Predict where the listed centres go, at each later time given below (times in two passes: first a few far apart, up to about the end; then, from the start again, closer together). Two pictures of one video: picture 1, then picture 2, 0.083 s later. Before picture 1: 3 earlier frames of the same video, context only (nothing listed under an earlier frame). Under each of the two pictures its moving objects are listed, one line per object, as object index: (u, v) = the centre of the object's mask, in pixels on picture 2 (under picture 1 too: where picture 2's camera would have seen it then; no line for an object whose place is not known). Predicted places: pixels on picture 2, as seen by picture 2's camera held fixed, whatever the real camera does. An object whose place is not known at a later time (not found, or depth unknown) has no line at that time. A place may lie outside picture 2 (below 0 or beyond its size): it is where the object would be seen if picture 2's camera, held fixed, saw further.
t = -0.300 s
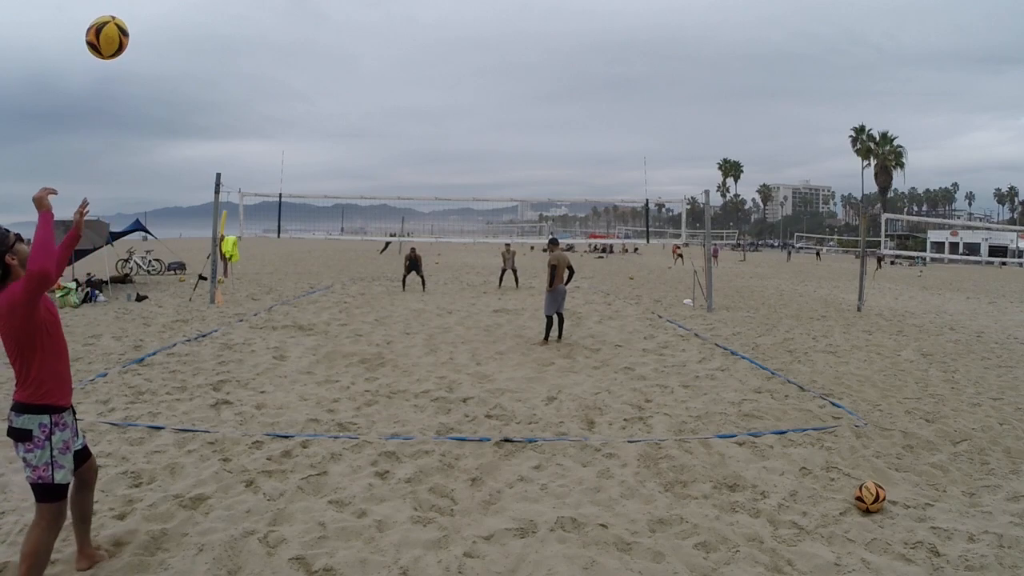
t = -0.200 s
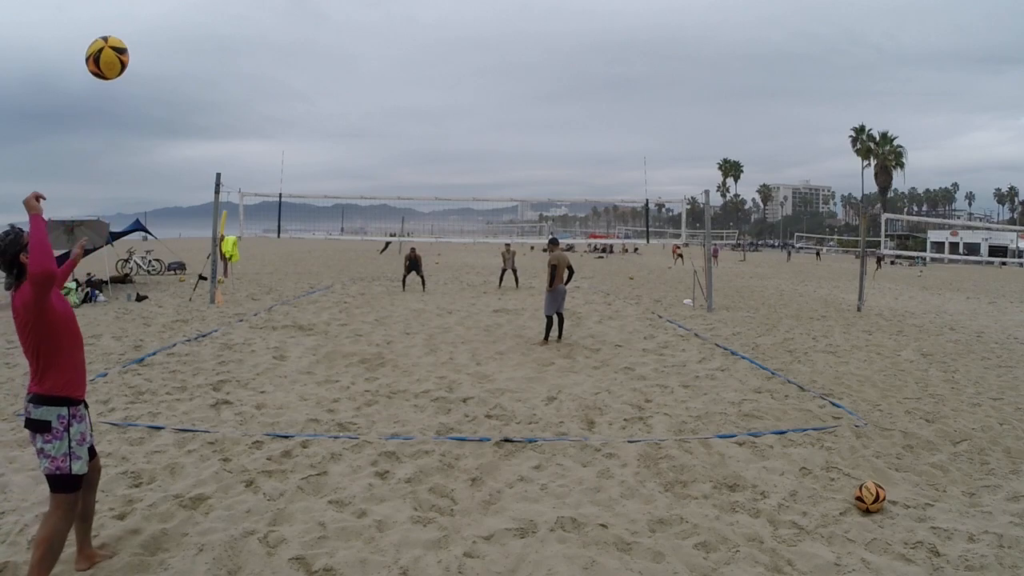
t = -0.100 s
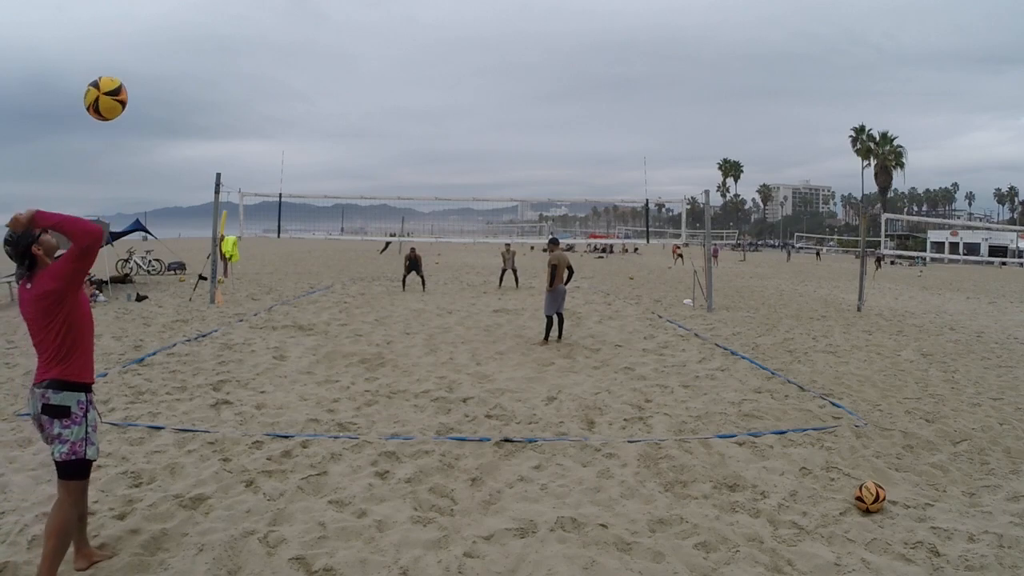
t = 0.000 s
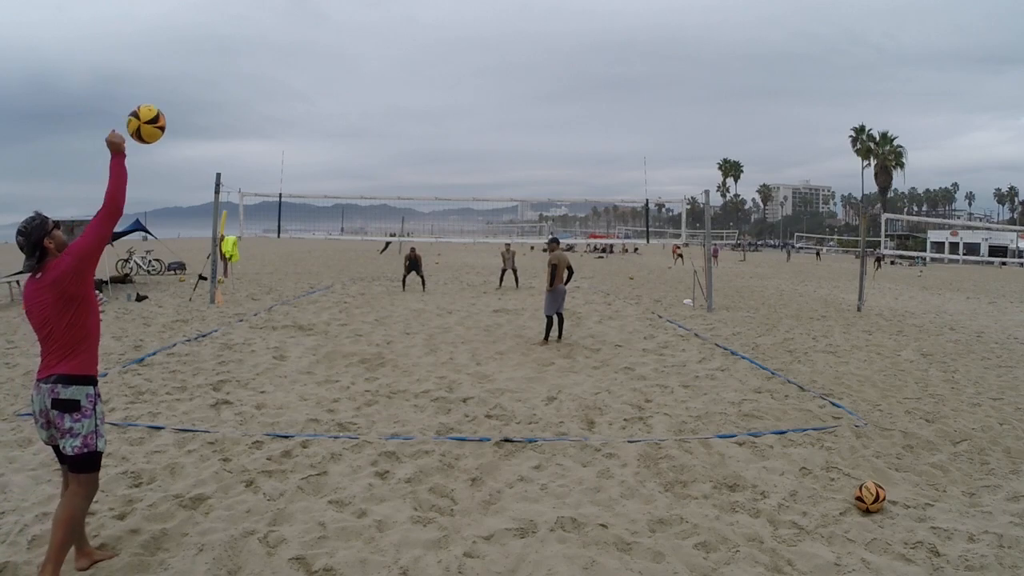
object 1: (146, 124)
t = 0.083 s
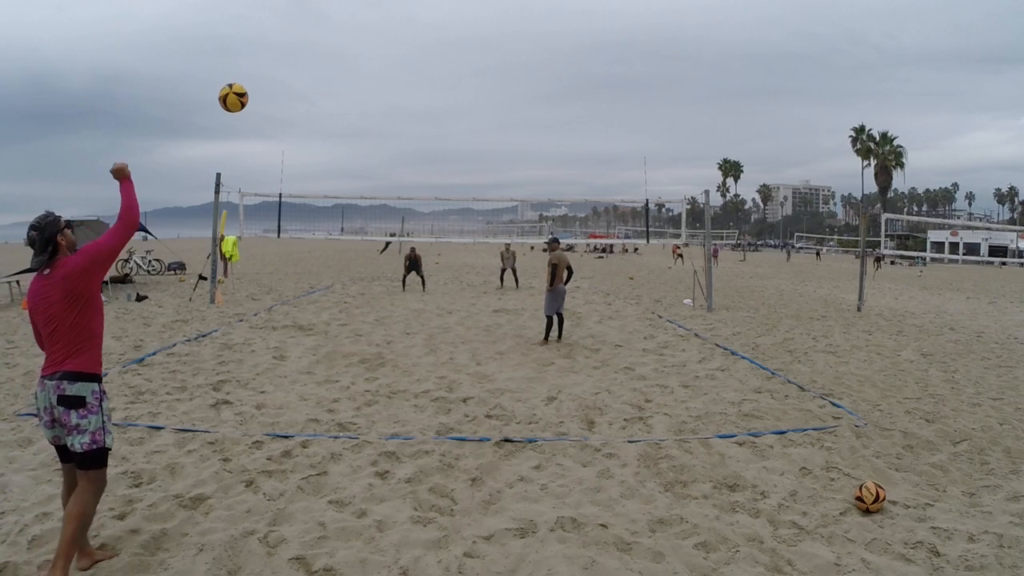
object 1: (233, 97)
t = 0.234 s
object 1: (315, 90)
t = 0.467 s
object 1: (368, 118)
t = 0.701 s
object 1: (389, 162)
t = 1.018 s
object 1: (399, 226)
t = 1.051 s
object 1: (399, 233)
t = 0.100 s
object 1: (246, 95)
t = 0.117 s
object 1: (257, 93)
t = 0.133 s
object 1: (268, 91)
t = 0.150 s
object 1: (277, 90)
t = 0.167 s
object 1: (286, 89)
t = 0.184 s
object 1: (294, 89)
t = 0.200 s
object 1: (302, 89)
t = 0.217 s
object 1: (309, 90)
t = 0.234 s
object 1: (315, 90)
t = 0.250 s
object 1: (321, 91)
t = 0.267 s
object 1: (326, 92)
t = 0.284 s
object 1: (331, 93)
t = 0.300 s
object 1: (336, 95)
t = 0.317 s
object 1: (340, 97)
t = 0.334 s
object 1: (344, 98)
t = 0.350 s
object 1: (348, 100)
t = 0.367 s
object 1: (352, 103)
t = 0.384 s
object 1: (355, 105)
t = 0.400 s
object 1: (358, 107)
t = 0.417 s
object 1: (361, 110)
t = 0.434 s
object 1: (363, 113)
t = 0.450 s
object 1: (366, 116)
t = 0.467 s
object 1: (368, 118)
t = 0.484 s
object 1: (371, 121)
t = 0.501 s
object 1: (373, 124)
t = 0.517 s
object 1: (374, 127)
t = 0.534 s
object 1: (376, 130)
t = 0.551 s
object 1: (378, 133)
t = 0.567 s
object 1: (380, 136)
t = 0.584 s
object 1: (381, 140)
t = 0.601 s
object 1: (382, 143)
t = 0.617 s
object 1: (384, 146)
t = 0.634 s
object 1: (385, 149)
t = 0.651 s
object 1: (386, 153)
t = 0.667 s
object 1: (387, 156)
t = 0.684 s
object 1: (388, 159)
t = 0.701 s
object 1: (389, 162)
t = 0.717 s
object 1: (390, 165)
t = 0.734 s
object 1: (390, 168)
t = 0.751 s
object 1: (391, 172)
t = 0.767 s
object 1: (392, 175)
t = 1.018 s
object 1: (399, 226)
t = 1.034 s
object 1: (399, 230)
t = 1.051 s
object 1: (399, 233)
